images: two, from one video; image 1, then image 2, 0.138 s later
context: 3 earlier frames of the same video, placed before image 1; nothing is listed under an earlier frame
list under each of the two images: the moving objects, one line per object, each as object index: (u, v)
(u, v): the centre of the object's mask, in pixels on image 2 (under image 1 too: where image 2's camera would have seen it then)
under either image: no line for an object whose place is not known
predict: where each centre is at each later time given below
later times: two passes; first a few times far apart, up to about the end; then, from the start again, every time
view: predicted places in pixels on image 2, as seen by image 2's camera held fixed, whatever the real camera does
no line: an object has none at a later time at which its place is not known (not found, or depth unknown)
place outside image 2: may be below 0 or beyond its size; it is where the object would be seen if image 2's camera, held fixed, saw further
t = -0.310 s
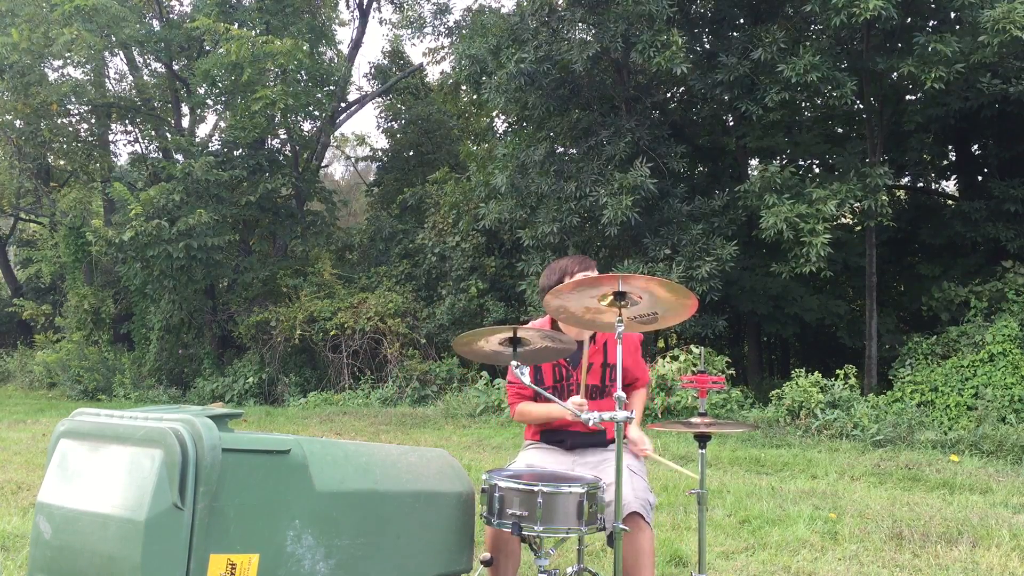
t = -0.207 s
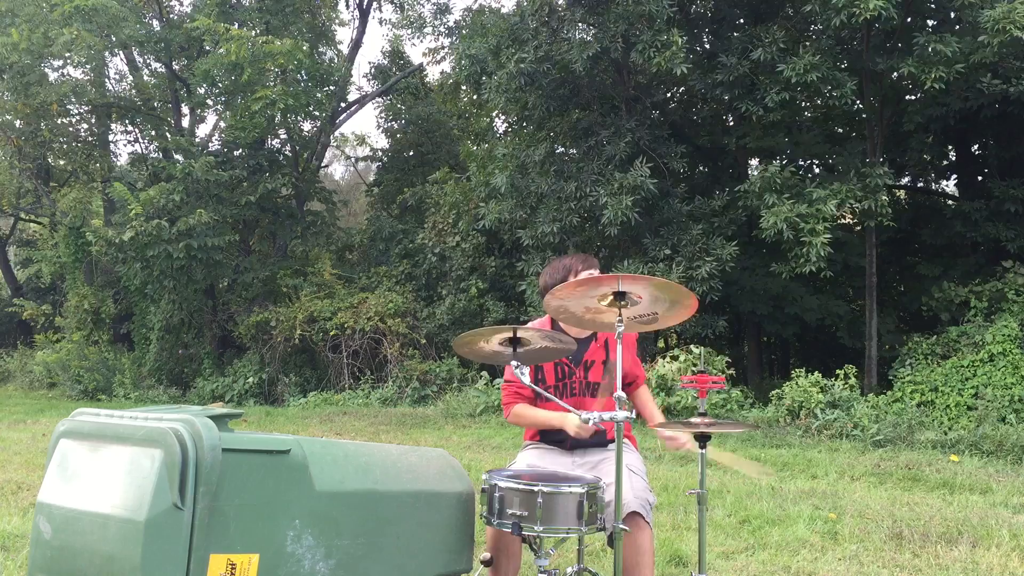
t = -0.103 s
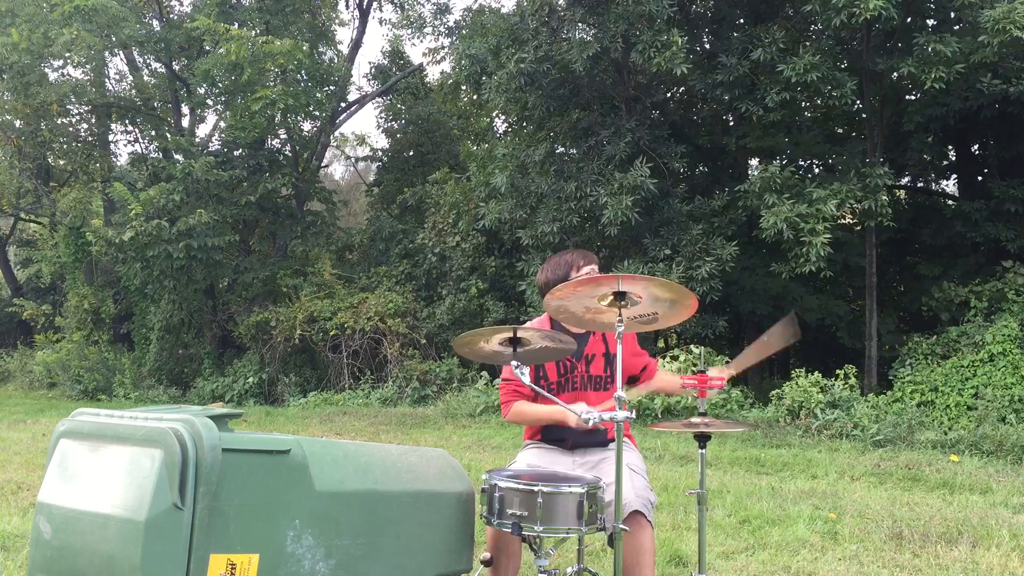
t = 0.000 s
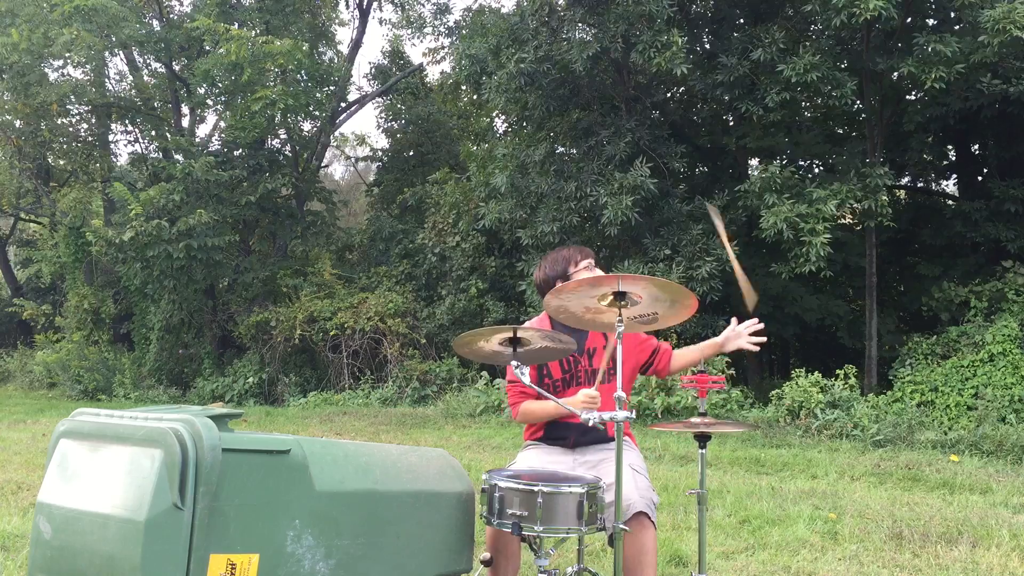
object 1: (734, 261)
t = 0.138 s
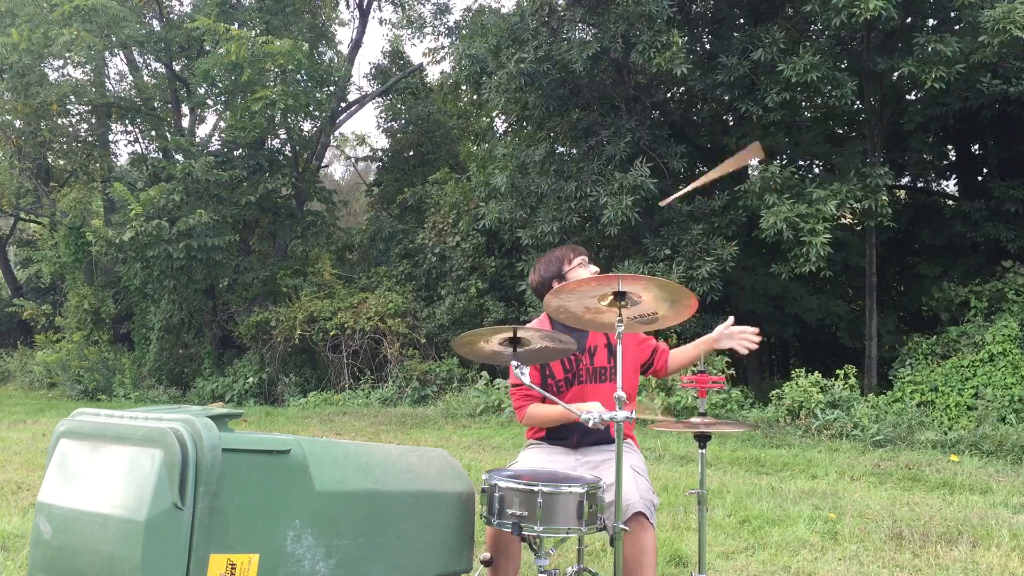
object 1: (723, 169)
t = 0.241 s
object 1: (701, 141)
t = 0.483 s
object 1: (653, 164)
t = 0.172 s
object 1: (715, 154)
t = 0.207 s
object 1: (706, 145)
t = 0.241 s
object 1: (701, 141)
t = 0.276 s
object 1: (699, 138)
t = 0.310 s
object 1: (696, 134)
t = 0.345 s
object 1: (688, 132)
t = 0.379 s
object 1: (684, 135)
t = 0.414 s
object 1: (680, 139)
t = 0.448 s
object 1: (666, 154)
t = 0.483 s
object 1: (653, 164)
